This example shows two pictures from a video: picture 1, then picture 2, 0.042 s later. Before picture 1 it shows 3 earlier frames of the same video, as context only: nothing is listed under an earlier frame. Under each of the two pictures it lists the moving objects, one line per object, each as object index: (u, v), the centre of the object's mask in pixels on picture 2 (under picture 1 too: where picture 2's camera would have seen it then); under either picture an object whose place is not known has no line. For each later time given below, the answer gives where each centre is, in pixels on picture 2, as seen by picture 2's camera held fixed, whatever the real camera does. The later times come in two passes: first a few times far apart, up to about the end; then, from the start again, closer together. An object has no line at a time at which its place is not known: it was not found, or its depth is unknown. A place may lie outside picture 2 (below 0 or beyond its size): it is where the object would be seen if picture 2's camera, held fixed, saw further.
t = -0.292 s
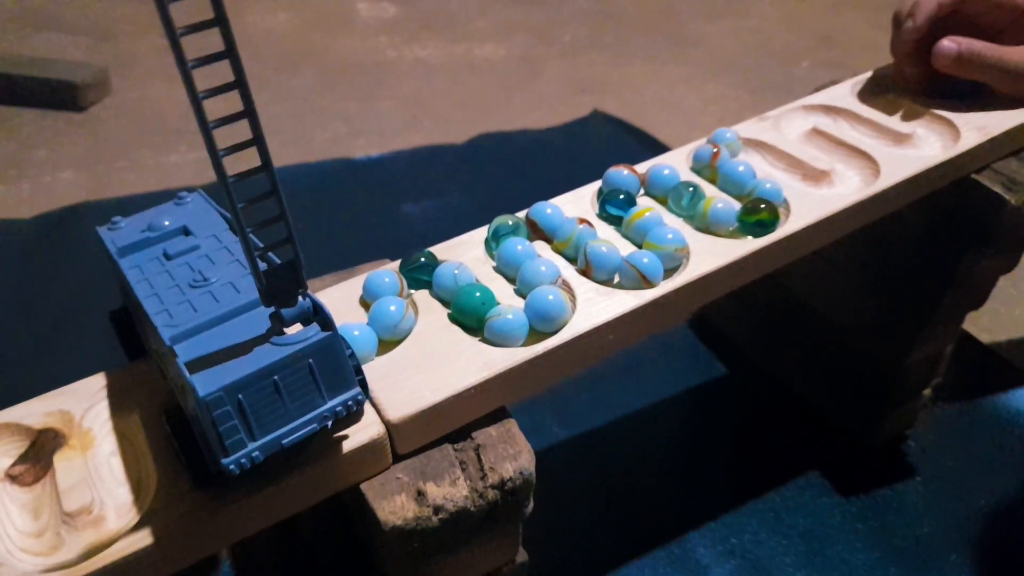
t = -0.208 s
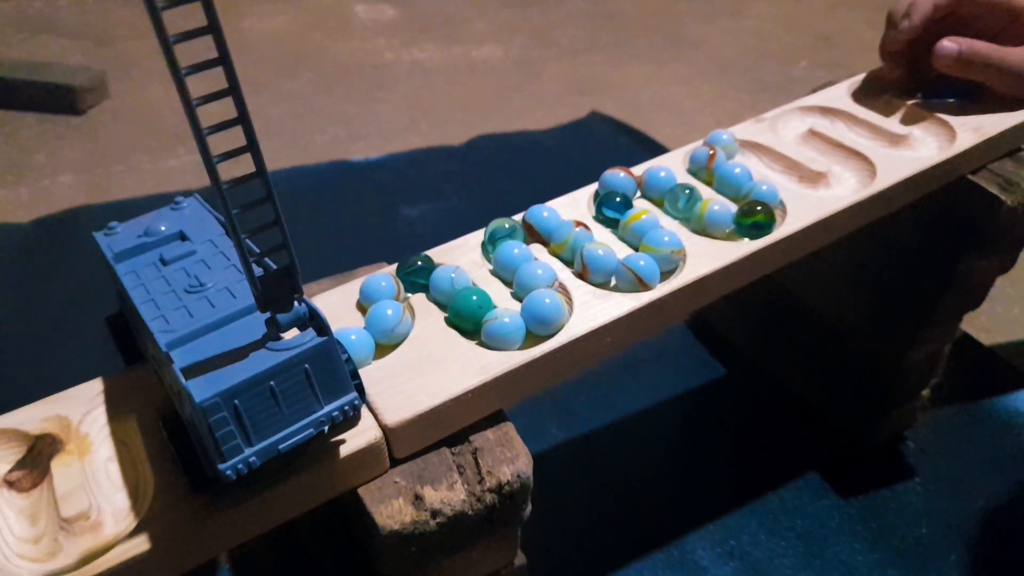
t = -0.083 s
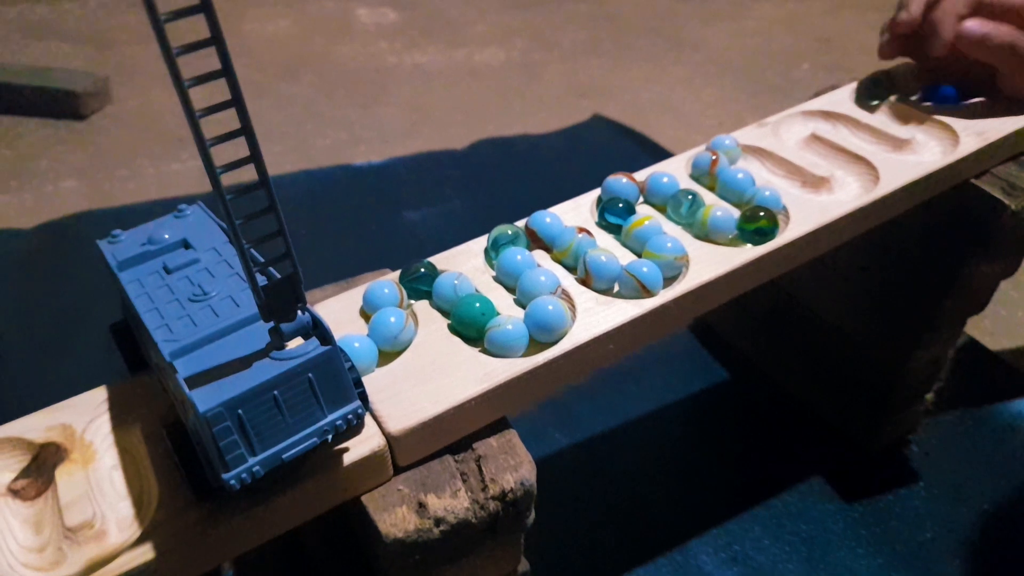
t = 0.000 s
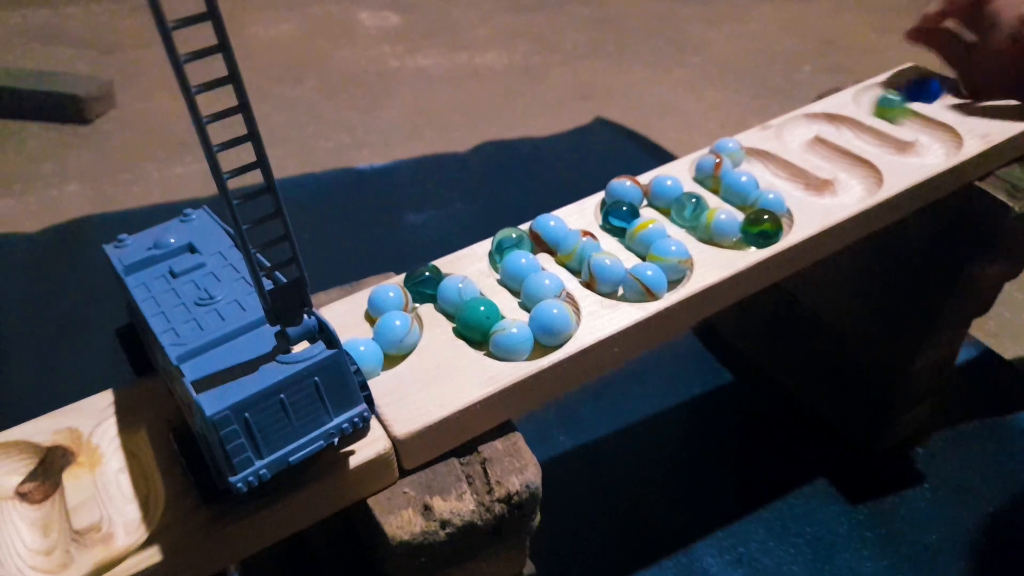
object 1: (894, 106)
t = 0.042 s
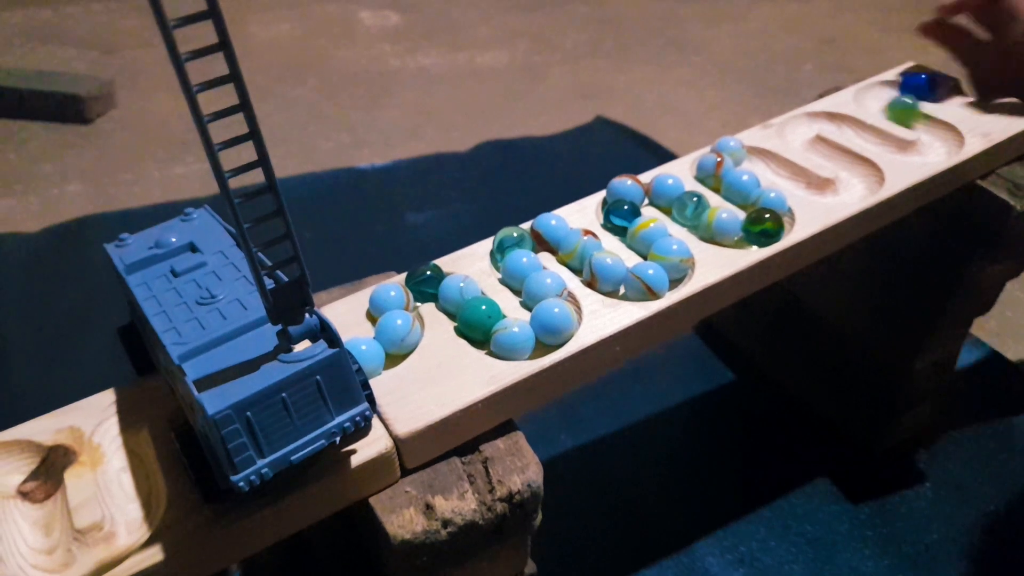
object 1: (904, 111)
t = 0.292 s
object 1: (843, 118)
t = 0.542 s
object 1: (858, 184)
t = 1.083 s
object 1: (764, 156)
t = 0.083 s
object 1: (928, 122)
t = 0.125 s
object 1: (942, 138)
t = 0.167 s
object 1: (934, 146)
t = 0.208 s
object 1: (892, 141)
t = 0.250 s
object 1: (867, 129)
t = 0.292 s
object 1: (843, 118)
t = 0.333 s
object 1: (816, 115)
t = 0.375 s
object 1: (801, 124)
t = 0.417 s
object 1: (802, 136)
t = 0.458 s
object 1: (829, 148)
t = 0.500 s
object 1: (860, 169)
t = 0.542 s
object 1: (858, 184)
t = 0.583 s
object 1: (818, 183)
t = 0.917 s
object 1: (761, 155)
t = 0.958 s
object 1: (762, 155)
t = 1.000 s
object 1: (763, 155)
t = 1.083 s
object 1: (764, 156)
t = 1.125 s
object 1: (763, 155)
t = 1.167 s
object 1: (764, 156)
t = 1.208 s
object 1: (764, 156)
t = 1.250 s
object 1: (764, 156)
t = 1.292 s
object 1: (764, 155)
